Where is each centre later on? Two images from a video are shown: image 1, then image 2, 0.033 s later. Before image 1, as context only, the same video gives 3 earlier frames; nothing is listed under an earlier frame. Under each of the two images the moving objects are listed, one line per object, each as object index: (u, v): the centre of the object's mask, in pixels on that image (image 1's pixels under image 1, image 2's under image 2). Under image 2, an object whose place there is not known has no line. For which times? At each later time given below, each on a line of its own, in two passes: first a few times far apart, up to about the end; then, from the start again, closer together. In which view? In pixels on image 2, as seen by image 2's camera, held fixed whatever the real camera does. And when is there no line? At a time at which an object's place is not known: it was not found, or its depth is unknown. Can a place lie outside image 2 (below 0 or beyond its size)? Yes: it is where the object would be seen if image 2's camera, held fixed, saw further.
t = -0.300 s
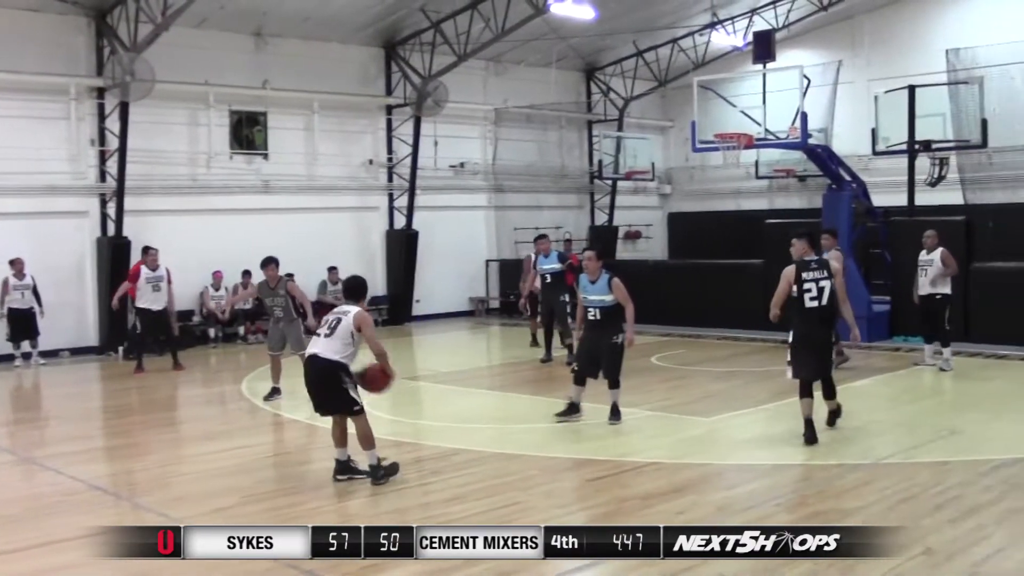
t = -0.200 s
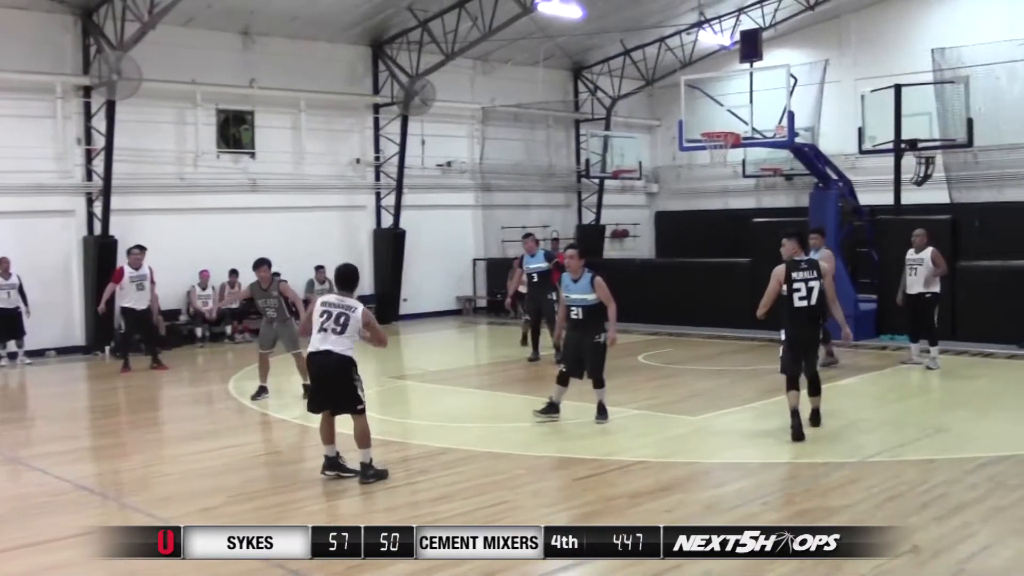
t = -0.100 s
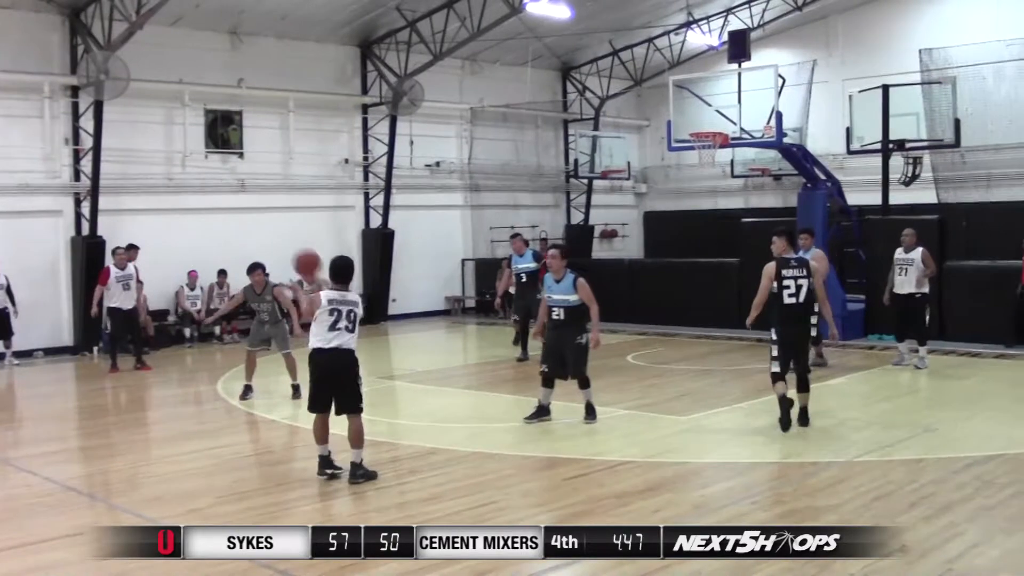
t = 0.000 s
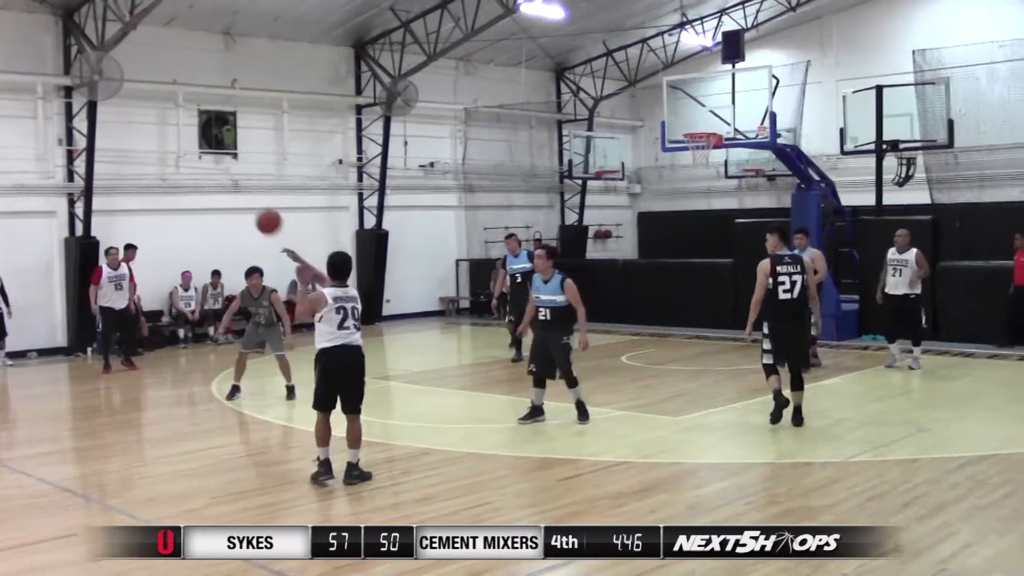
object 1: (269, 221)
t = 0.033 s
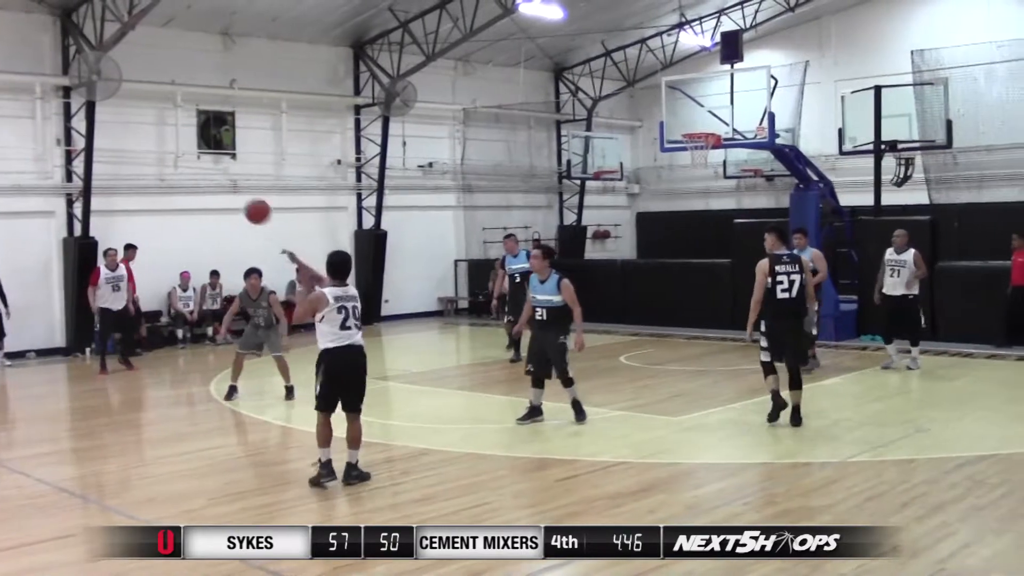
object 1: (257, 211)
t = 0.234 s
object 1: (209, 179)
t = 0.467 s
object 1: (170, 190)
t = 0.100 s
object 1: (240, 195)
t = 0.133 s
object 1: (231, 189)
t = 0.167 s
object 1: (224, 184)
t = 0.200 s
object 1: (216, 181)
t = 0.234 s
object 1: (209, 179)
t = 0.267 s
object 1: (203, 178)
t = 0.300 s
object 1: (197, 178)
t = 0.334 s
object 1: (191, 179)
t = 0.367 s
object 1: (185, 180)
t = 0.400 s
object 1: (180, 183)
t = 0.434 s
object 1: (175, 186)
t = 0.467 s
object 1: (170, 190)
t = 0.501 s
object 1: (164, 195)
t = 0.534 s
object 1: (161, 200)
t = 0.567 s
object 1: (156, 206)
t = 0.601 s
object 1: (152, 213)
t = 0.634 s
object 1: (148, 220)
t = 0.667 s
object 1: (145, 228)
